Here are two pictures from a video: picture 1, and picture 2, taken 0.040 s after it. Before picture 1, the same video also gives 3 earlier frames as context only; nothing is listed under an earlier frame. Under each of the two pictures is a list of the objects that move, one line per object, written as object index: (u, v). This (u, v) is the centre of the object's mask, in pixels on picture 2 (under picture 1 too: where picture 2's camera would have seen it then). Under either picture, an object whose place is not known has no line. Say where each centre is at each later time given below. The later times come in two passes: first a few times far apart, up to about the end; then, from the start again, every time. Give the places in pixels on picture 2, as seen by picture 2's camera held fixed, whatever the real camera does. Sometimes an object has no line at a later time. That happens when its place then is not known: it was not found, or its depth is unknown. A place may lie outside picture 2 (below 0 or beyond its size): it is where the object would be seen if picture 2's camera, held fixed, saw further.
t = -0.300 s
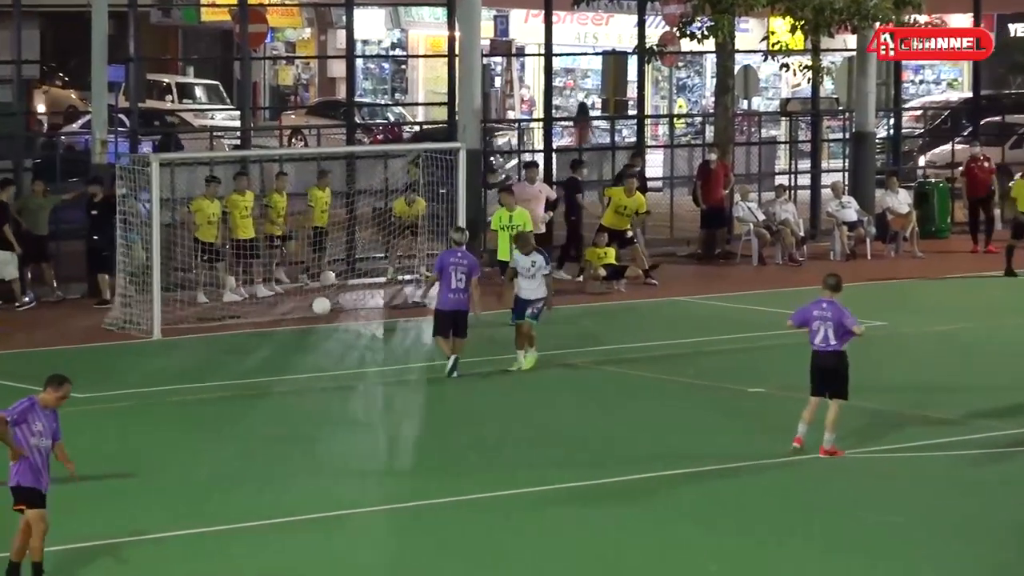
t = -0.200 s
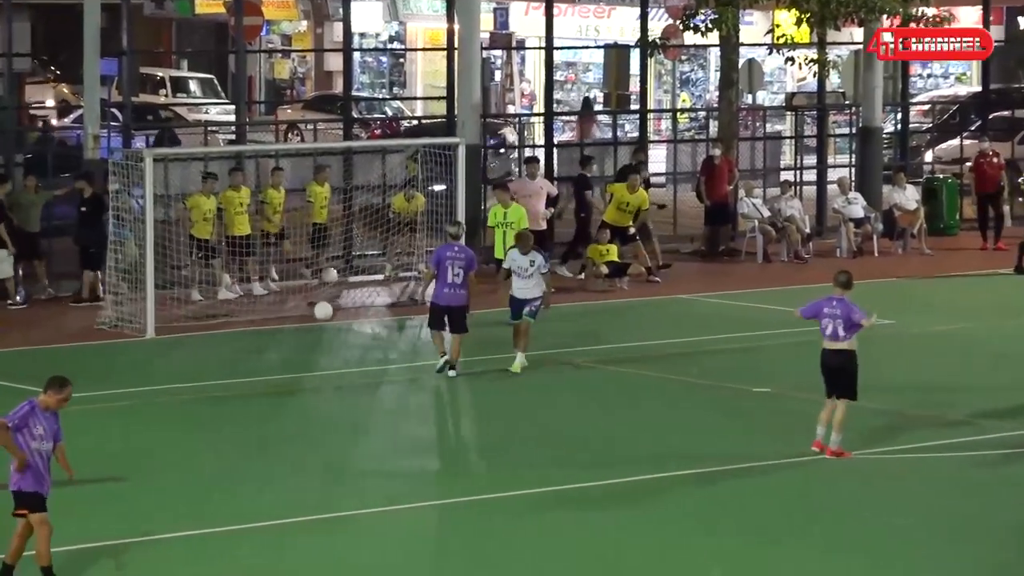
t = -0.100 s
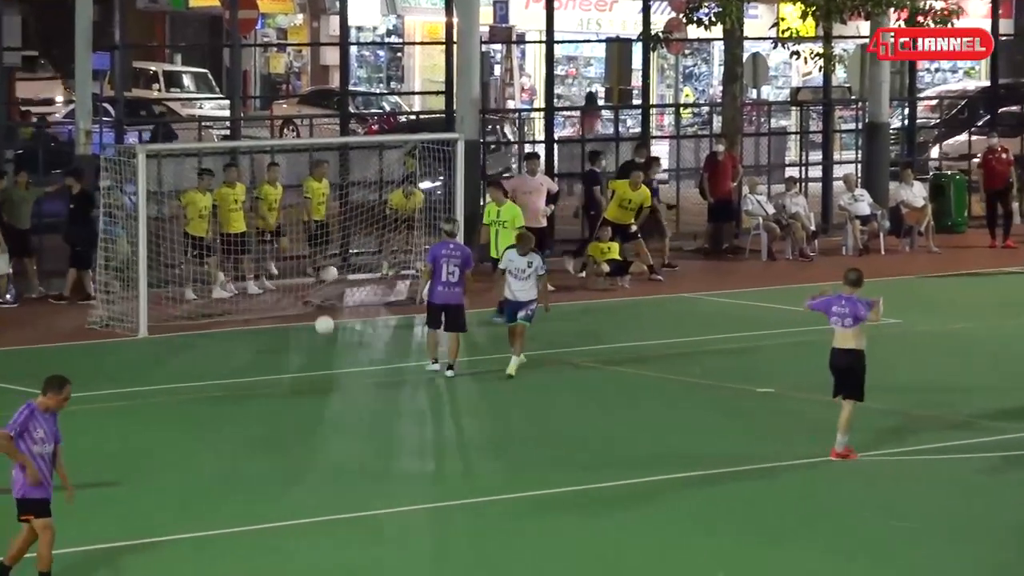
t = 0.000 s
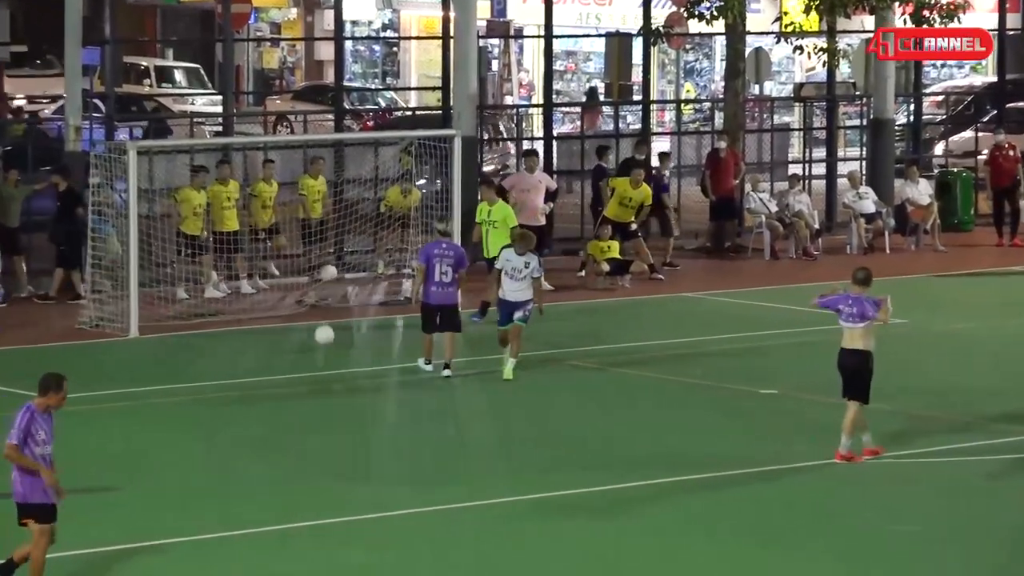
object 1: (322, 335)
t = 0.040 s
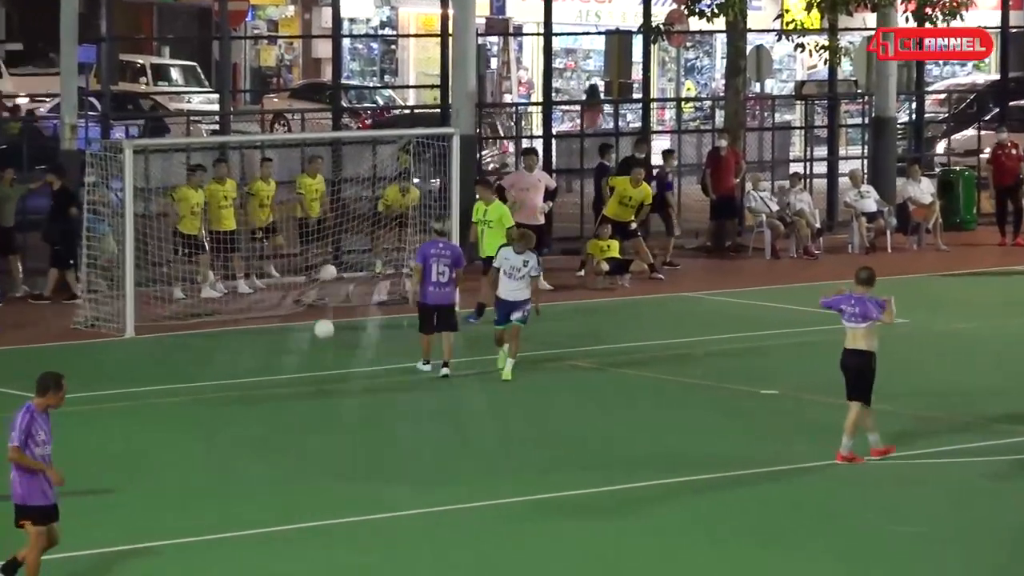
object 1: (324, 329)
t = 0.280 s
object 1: (338, 322)
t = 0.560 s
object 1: (353, 334)
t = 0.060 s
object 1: (325, 326)
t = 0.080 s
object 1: (326, 324)
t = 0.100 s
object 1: (327, 322)
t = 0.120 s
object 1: (328, 321)
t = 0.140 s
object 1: (330, 320)
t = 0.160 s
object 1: (331, 320)
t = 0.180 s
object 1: (332, 319)
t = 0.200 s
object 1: (333, 319)
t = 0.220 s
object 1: (334, 319)
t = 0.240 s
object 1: (335, 320)
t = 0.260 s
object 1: (336, 321)
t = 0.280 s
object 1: (338, 322)
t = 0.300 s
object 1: (339, 324)
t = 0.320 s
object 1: (340, 326)
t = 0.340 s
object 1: (341, 328)
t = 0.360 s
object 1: (342, 331)
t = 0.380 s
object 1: (343, 334)
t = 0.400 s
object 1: (344, 337)
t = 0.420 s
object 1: (346, 341)
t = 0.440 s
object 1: (347, 345)
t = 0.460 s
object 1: (348, 345)
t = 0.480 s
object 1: (349, 342)
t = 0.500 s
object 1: (350, 340)
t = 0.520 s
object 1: (351, 337)
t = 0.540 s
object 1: (352, 336)
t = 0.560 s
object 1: (353, 334)
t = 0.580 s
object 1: (354, 333)
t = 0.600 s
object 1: (354, 332)
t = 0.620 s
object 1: (356, 332)
